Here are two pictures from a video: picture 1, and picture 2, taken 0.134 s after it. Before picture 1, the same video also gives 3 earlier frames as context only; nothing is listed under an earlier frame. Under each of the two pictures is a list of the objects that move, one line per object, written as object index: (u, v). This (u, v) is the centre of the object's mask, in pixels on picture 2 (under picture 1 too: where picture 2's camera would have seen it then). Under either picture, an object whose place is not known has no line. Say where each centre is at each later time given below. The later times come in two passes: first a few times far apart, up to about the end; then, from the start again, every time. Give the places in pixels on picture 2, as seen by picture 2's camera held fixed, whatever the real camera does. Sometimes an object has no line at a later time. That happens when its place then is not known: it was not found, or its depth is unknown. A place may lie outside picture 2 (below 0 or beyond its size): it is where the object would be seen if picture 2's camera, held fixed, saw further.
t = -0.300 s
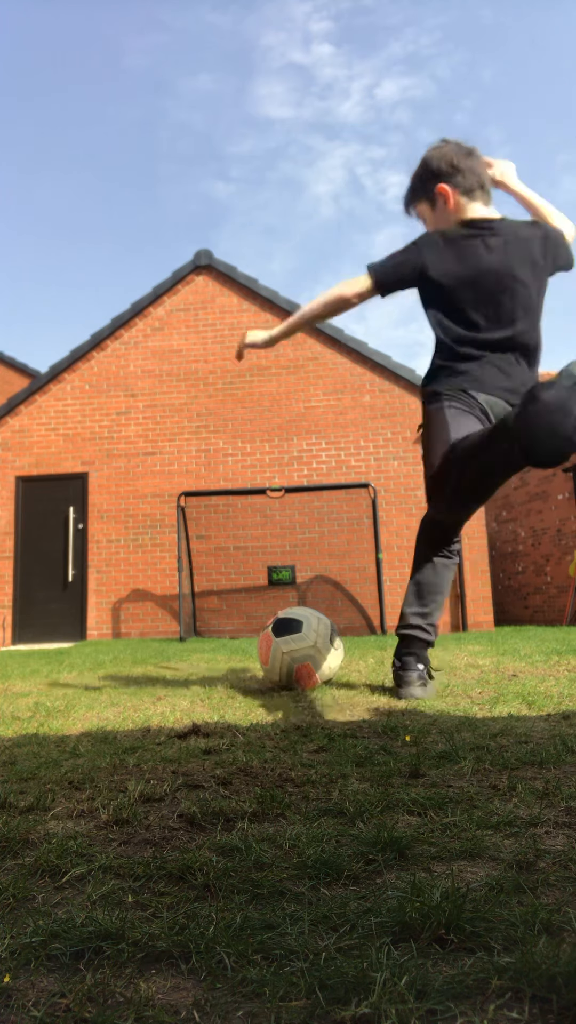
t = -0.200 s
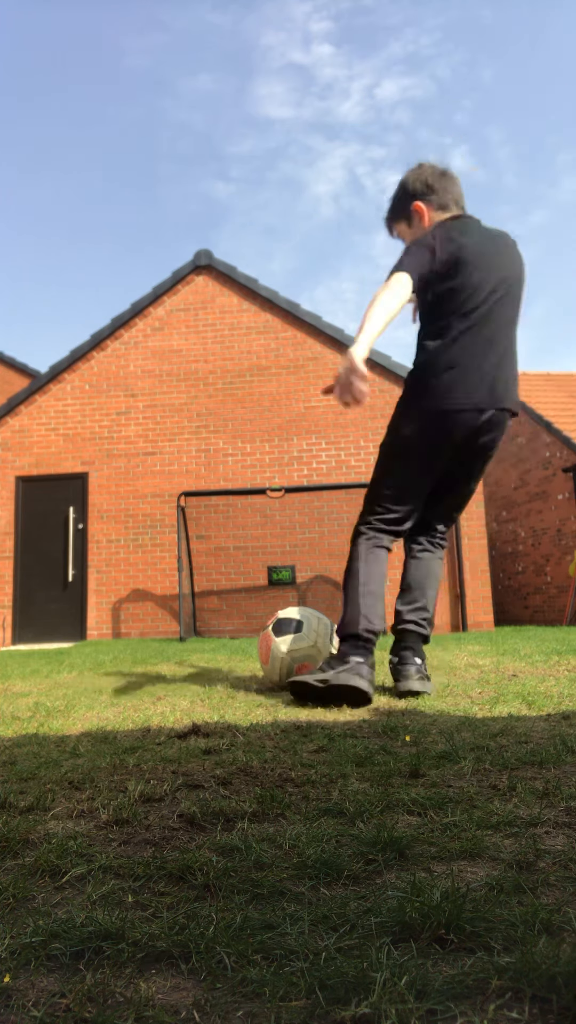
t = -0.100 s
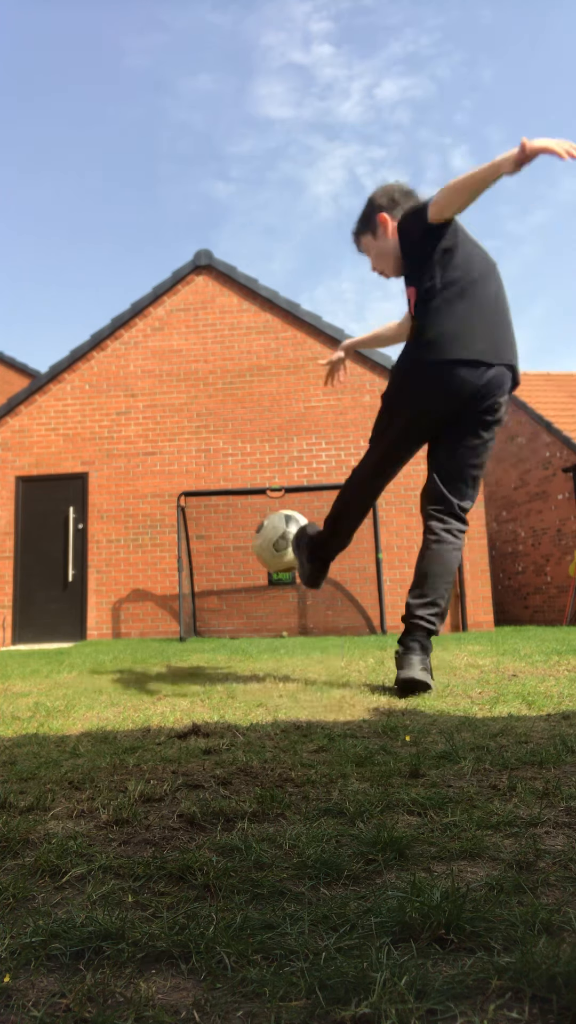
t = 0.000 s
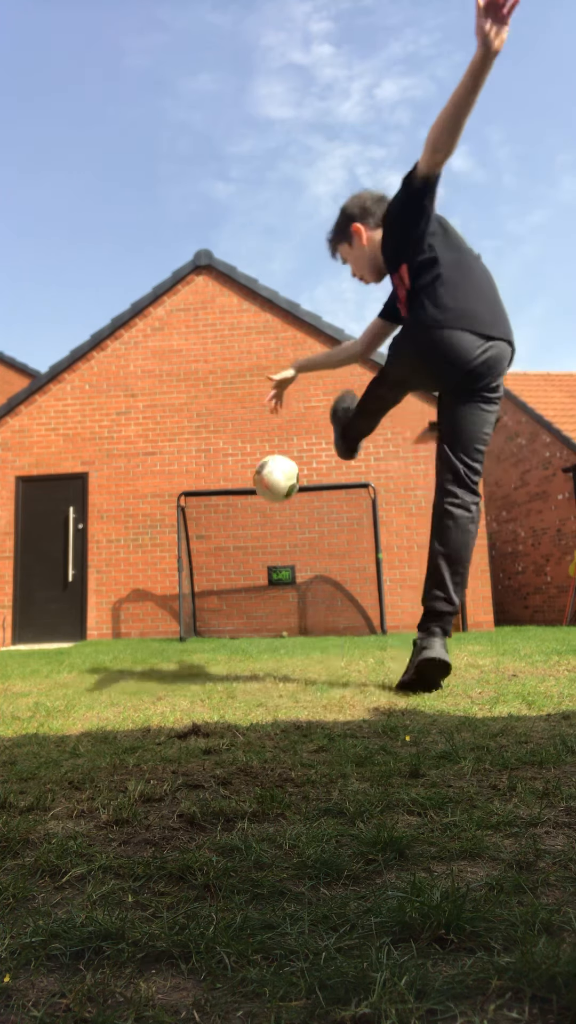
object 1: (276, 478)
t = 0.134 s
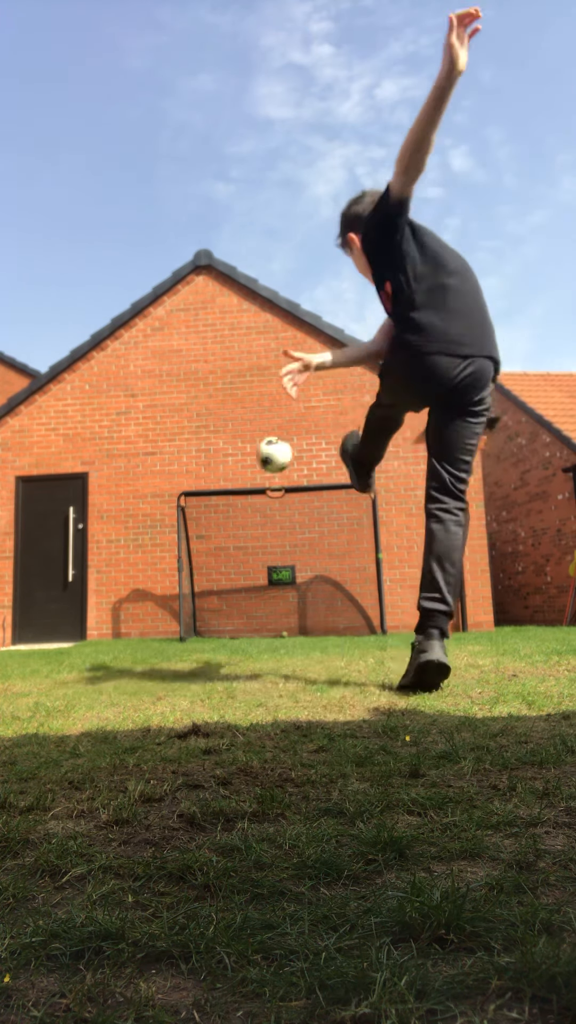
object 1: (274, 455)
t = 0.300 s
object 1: (277, 467)
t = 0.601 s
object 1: (286, 540)
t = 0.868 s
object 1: (282, 605)
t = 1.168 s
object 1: (266, 593)
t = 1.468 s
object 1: (252, 603)
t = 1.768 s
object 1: (231, 610)
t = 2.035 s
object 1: (208, 635)
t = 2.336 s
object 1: (172, 630)
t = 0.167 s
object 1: (275, 454)
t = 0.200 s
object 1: (274, 456)
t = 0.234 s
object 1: (275, 458)
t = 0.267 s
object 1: (277, 462)
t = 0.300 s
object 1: (277, 467)
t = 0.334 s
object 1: (278, 472)
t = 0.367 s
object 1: (279, 478)
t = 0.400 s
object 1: (279, 486)
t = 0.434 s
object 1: (280, 493)
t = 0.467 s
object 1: (283, 501)
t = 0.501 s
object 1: (283, 510)
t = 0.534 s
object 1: (284, 520)
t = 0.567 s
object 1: (285, 530)
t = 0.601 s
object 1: (286, 540)
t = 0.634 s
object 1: (288, 551)
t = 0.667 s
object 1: (289, 560)
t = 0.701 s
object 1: (289, 567)
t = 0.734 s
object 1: (288, 574)
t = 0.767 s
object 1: (288, 580)
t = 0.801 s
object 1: (285, 587)
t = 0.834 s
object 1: (284, 595)
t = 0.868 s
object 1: (282, 605)
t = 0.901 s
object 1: (281, 615)
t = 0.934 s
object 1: (278, 627)
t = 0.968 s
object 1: (277, 630)
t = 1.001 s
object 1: (275, 623)
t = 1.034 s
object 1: (273, 615)
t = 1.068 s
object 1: (271, 607)
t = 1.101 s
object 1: (270, 602)
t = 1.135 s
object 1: (268, 598)
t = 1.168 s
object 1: (266, 593)
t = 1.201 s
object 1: (265, 589)
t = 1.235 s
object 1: (264, 587)
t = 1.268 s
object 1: (262, 587)
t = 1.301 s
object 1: (260, 587)
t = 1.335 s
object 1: (258, 587)
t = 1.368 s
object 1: (257, 590)
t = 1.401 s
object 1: (255, 593)
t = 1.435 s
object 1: (254, 598)
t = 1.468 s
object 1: (252, 603)
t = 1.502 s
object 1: (251, 611)
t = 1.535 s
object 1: (250, 619)
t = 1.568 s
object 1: (248, 629)
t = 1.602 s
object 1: (246, 631)
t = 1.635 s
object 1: (243, 626)
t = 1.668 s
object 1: (240, 620)
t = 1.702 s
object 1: (237, 616)
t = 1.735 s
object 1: (234, 612)
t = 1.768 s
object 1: (231, 610)
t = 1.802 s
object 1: (228, 608)
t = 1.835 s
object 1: (226, 609)
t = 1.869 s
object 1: (222, 610)
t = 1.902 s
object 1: (220, 613)
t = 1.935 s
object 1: (217, 618)
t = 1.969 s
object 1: (213, 624)
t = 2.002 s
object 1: (211, 629)
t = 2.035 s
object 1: (208, 635)
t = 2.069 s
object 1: (204, 630)
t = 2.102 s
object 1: (200, 625)
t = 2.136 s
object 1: (196, 622)
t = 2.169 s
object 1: (192, 621)
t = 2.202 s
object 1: (188, 618)
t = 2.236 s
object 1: (184, 619)
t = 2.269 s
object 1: (180, 621)
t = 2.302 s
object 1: (176, 625)
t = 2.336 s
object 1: (172, 630)
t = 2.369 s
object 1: (166, 636)
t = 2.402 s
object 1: (162, 634)
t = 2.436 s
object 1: (157, 631)
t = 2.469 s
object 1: (152, 628)
